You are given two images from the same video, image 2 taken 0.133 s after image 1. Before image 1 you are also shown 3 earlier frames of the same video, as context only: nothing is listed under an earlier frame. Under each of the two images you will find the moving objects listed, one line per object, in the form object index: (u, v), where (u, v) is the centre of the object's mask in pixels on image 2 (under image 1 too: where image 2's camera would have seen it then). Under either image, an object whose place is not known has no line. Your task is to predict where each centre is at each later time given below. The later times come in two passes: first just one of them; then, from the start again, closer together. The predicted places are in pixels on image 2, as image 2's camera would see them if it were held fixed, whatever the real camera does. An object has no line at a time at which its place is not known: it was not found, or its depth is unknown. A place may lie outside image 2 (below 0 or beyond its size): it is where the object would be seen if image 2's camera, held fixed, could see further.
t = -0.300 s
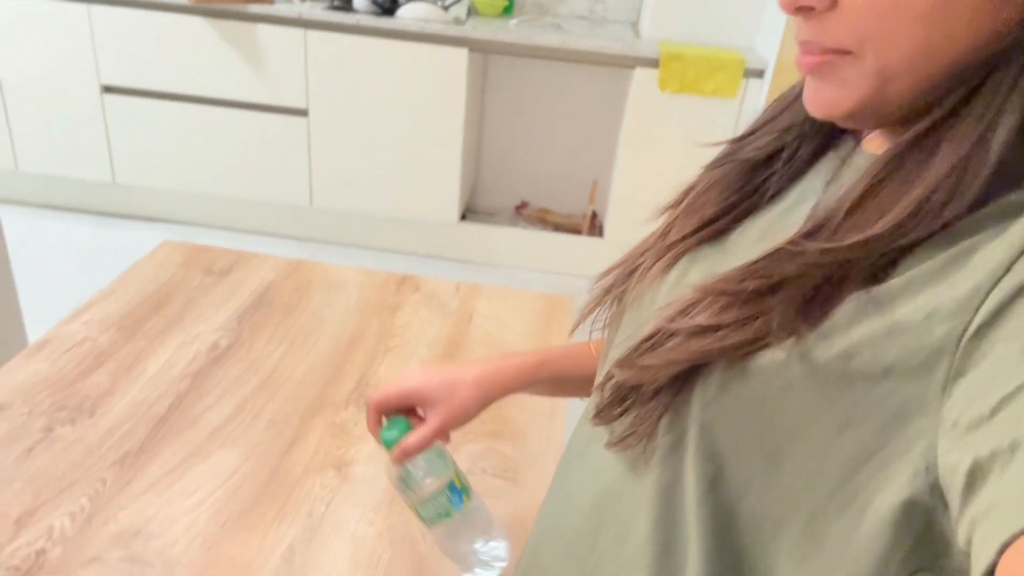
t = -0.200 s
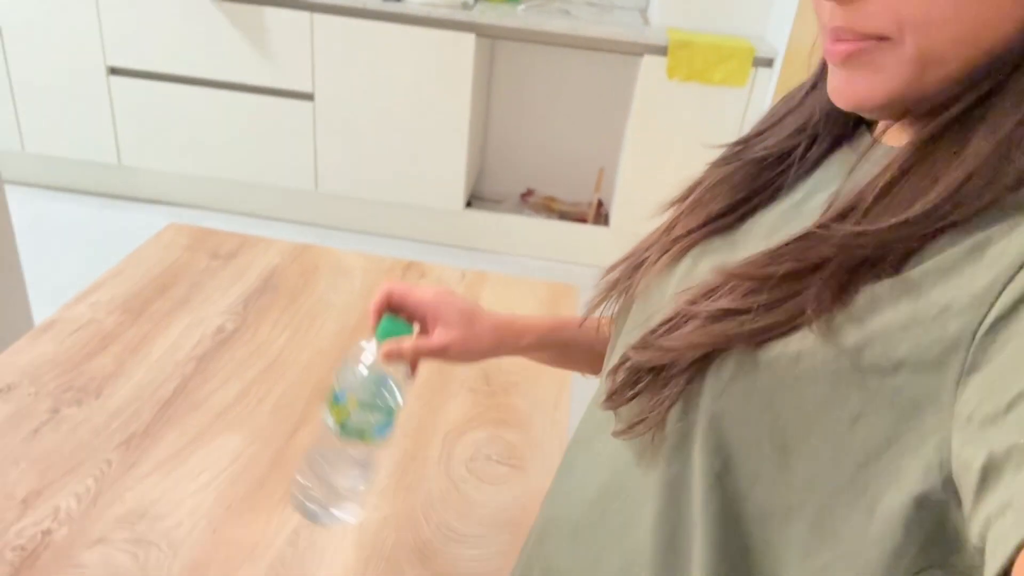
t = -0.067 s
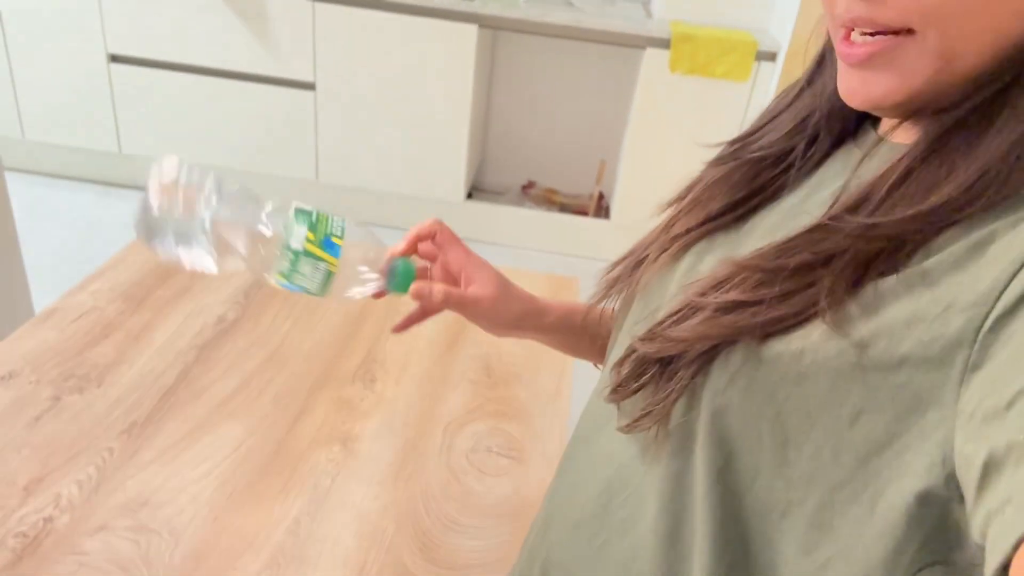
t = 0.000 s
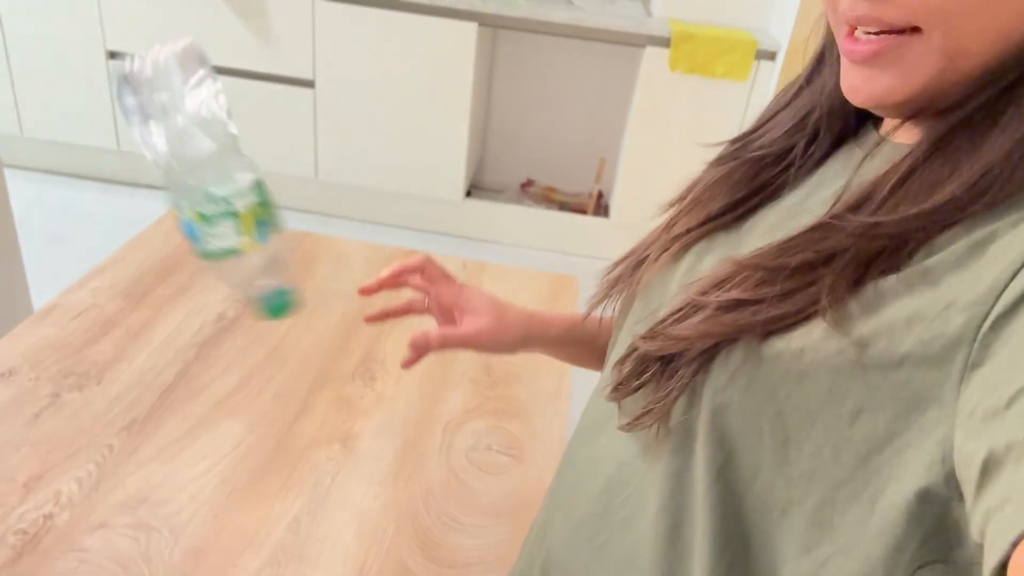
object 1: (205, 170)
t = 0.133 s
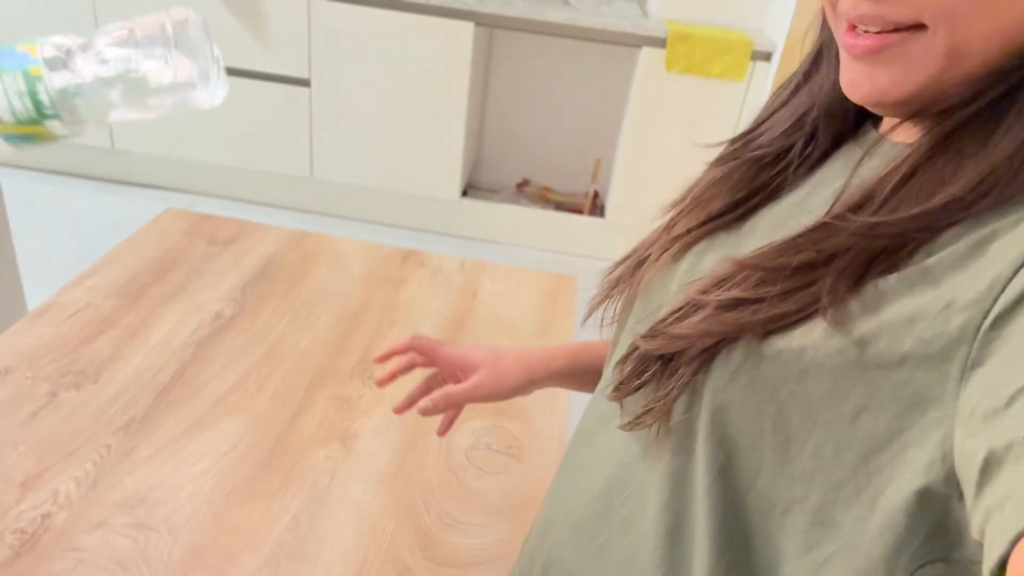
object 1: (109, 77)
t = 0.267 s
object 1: (102, 207)
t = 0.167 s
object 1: (109, 93)
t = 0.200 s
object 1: (104, 123)
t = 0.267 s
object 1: (102, 207)
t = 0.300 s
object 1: (118, 276)
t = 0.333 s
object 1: (133, 353)
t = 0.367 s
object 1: (144, 431)
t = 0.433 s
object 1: (151, 493)
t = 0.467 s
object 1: (148, 498)
